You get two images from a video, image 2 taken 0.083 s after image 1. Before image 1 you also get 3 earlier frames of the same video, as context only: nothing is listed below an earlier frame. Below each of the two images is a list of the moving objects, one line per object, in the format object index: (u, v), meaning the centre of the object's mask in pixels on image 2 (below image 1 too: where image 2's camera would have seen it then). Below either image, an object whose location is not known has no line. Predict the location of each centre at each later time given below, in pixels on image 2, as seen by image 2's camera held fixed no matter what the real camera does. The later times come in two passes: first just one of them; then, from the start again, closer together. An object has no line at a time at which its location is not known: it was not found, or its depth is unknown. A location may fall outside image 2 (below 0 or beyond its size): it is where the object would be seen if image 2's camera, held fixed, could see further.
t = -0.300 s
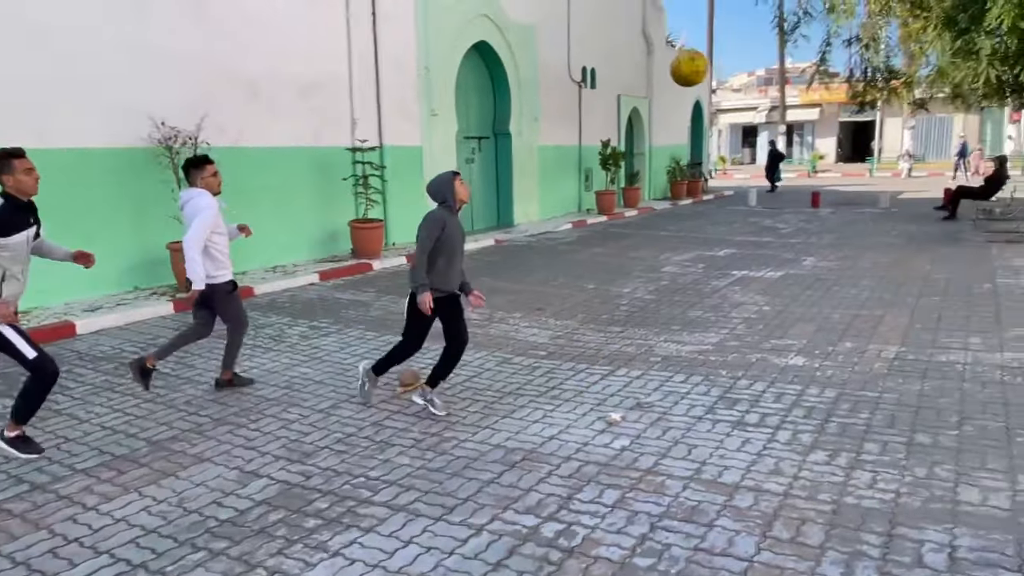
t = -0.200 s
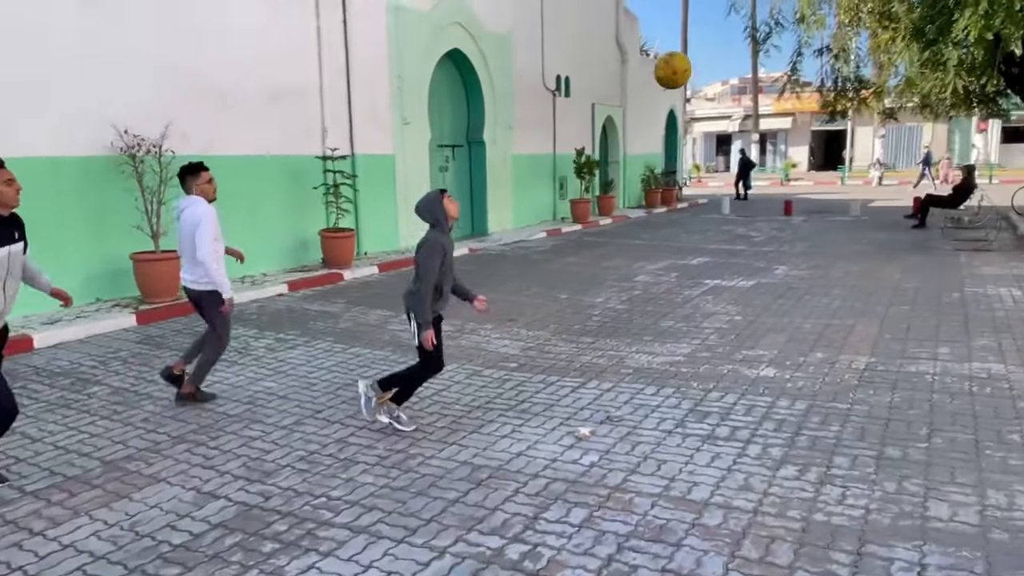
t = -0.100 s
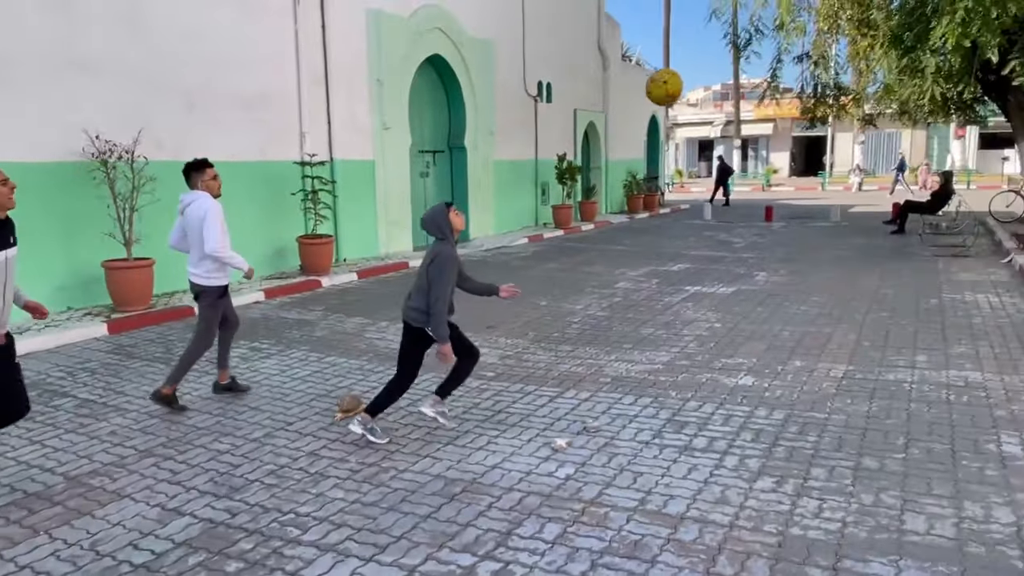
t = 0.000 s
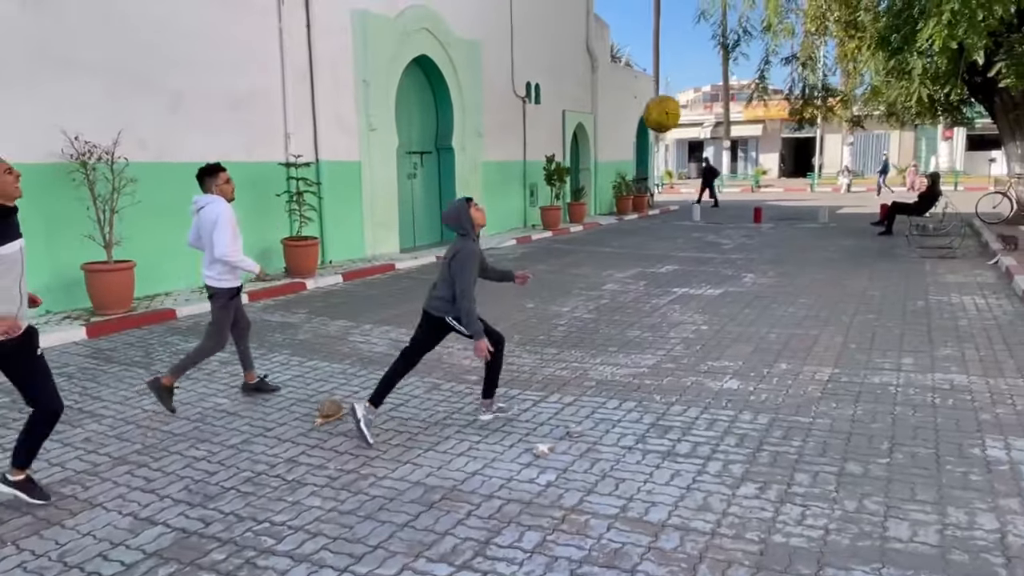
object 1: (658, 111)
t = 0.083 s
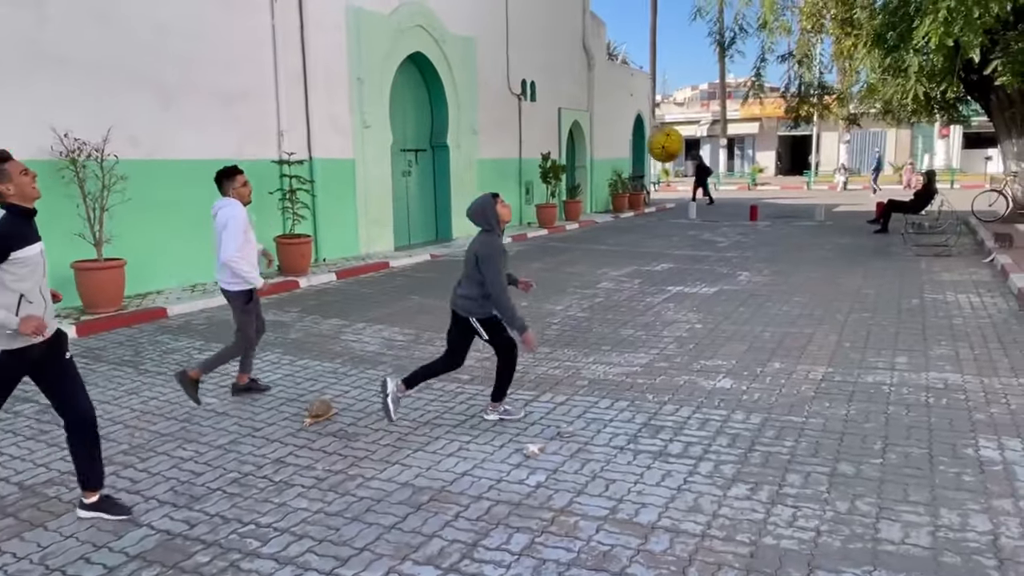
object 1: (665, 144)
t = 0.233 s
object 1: (682, 228)
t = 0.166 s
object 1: (673, 187)
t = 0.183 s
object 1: (675, 196)
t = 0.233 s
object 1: (682, 228)
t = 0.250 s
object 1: (684, 240)
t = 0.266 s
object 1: (688, 251)
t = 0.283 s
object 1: (691, 263)
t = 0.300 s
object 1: (693, 274)
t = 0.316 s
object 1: (695, 287)
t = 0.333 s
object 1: (696, 300)
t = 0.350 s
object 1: (699, 312)
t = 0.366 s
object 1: (700, 326)
